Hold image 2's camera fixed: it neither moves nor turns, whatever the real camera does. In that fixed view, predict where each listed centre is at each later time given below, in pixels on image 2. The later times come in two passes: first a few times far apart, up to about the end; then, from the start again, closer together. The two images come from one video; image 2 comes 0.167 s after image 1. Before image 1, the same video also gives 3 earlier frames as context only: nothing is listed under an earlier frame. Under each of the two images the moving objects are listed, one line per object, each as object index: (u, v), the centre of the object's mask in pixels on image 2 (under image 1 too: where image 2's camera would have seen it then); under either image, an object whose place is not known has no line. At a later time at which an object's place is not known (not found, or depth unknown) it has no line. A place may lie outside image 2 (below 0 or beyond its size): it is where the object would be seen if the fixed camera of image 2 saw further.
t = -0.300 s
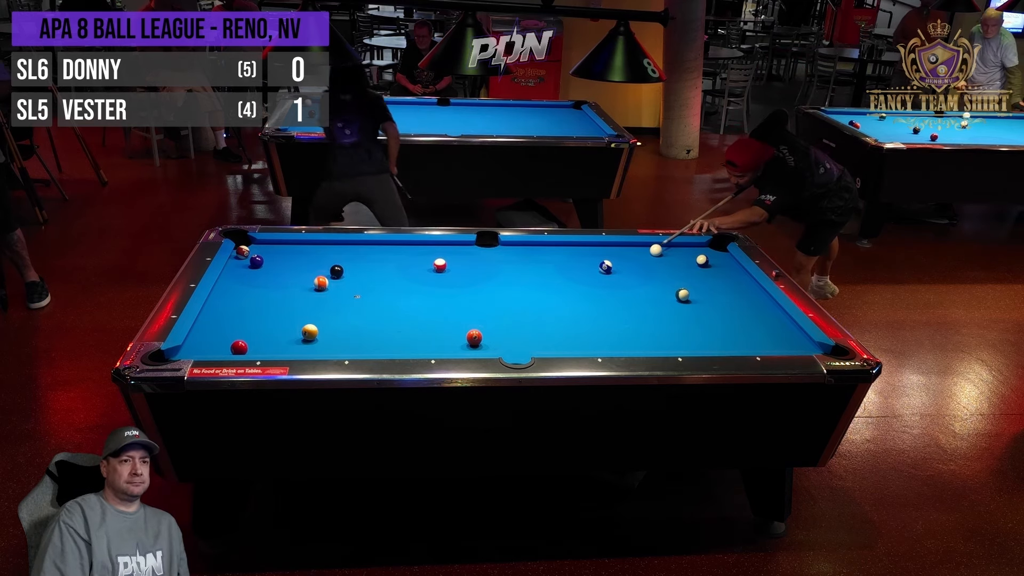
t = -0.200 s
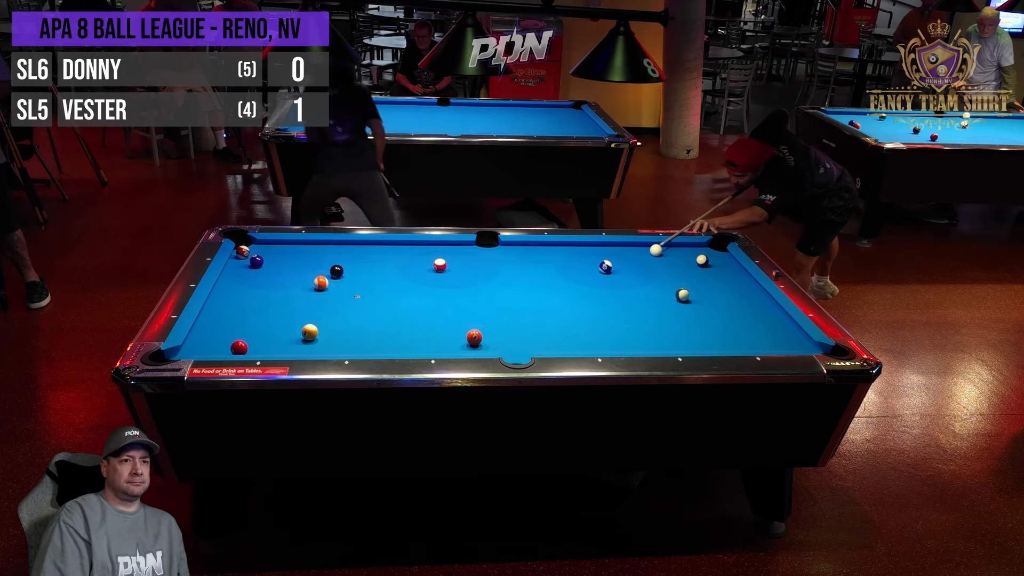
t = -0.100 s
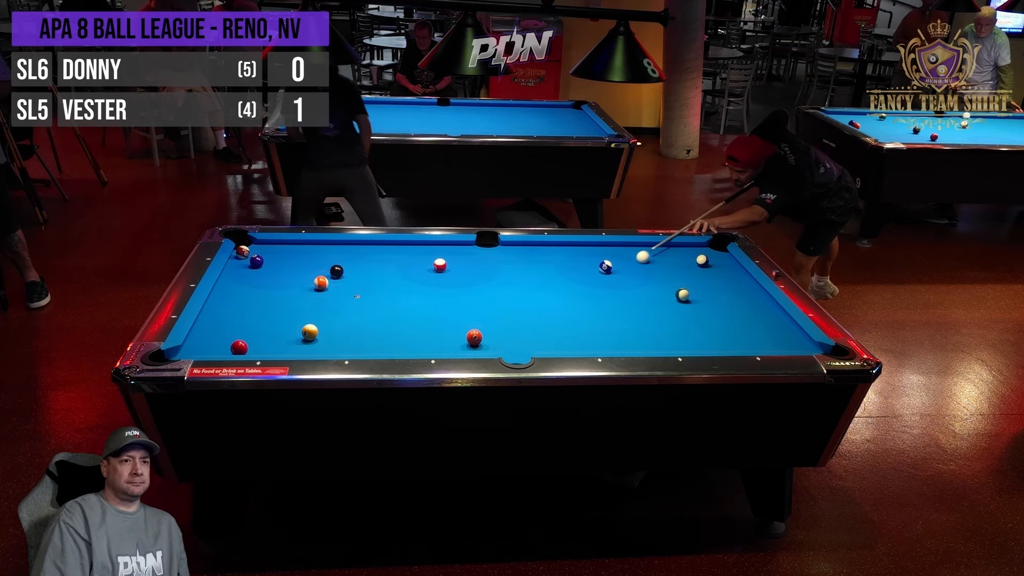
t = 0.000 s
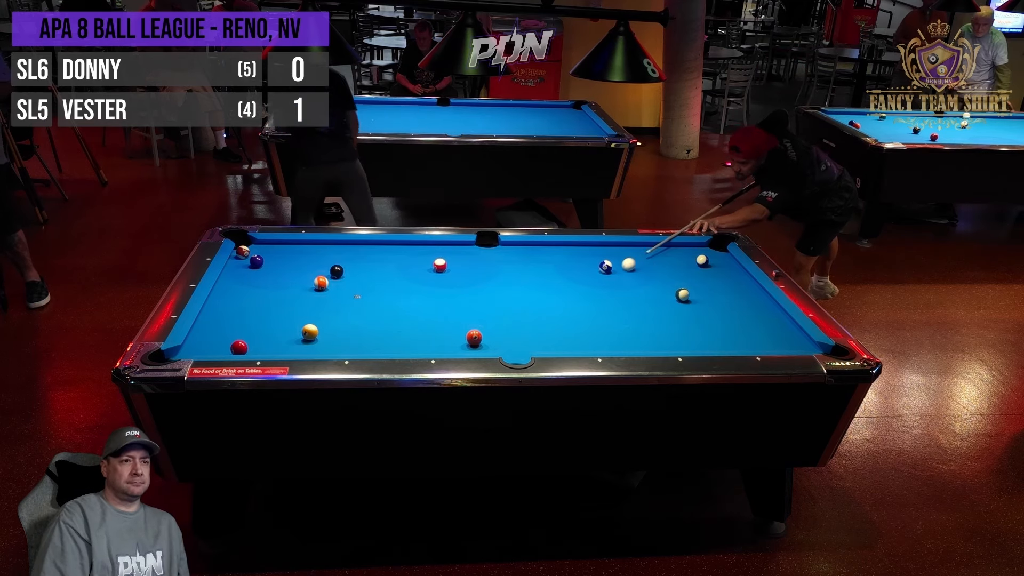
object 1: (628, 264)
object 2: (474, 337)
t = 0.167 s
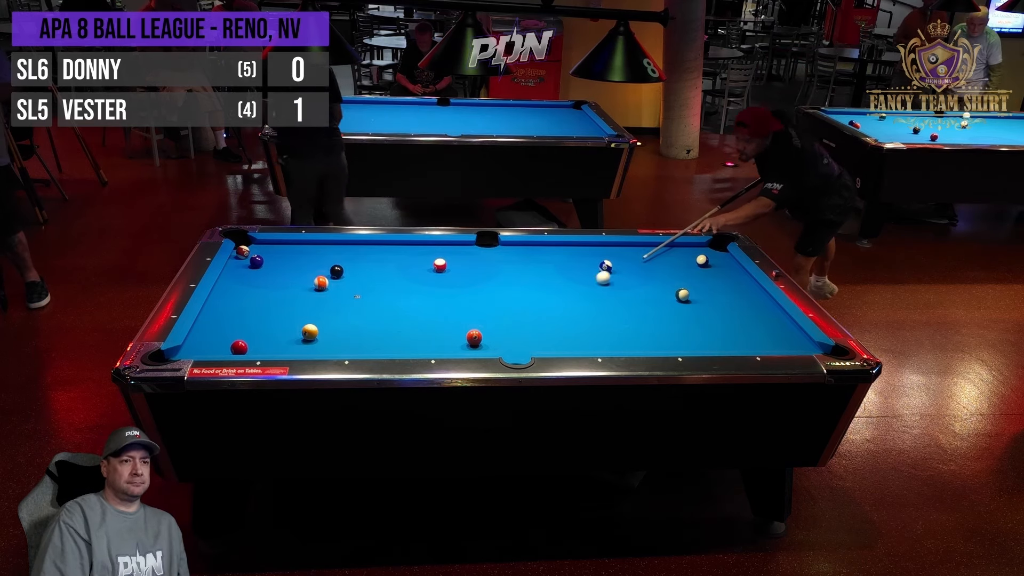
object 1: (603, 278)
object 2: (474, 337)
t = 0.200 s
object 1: (598, 280)
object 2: (474, 337)
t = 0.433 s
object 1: (559, 301)
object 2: (474, 337)
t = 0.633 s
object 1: (521, 321)
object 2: (474, 337)
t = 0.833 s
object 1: (490, 343)
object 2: (465, 337)
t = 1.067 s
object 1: (481, 343)
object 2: (429, 339)
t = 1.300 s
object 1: (471, 331)
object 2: (395, 340)
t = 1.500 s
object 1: (463, 321)
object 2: (367, 340)
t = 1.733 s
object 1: (455, 311)
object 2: (335, 342)
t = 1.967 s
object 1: (447, 302)
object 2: (304, 343)
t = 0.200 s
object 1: (598, 280)
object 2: (474, 337)
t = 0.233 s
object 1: (593, 283)
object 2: (474, 337)
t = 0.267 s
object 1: (587, 286)
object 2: (474, 337)
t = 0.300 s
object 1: (581, 289)
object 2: (474, 337)
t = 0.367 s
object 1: (570, 295)
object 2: (474, 337)
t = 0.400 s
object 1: (565, 298)
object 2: (474, 337)
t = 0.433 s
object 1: (559, 301)
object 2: (474, 337)
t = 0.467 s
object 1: (553, 304)
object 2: (474, 337)
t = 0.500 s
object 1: (547, 308)
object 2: (474, 337)
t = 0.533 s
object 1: (541, 311)
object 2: (474, 337)
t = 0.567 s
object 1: (534, 314)
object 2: (474, 337)
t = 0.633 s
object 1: (521, 321)
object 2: (474, 337)
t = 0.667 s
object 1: (515, 324)
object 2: (474, 337)
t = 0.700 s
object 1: (508, 328)
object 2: (474, 337)
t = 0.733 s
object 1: (502, 332)
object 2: (474, 337)
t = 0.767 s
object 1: (495, 335)
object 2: (474, 337)
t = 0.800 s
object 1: (490, 339)
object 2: (472, 337)
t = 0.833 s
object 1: (490, 343)
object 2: (465, 337)
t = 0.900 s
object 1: (489, 347)
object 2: (453, 338)
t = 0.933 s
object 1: (487, 348)
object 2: (448, 338)
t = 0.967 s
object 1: (486, 347)
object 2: (443, 338)
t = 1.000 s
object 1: (484, 346)
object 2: (438, 338)
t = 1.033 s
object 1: (482, 345)
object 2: (434, 339)
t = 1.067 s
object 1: (481, 343)
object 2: (429, 339)
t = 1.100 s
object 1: (479, 341)
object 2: (424, 339)
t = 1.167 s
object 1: (477, 337)
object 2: (414, 339)
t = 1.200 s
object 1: (475, 336)
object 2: (409, 339)
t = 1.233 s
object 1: (474, 334)
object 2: (404, 340)
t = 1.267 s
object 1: (472, 332)
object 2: (400, 340)
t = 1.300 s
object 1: (471, 331)
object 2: (395, 340)
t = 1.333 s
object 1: (470, 329)
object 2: (390, 340)
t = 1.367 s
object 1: (468, 328)
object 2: (386, 340)
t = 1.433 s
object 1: (466, 325)
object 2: (376, 340)
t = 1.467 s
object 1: (464, 323)
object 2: (372, 340)
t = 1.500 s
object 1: (463, 321)
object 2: (367, 340)
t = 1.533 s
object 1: (462, 320)
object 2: (362, 341)
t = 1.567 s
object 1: (461, 318)
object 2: (358, 341)
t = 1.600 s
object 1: (460, 317)
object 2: (353, 341)
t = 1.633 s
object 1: (458, 315)
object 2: (348, 341)
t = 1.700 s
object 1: (456, 312)
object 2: (339, 341)
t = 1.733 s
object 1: (455, 311)
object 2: (335, 342)
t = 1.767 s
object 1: (454, 310)
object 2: (330, 342)
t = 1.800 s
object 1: (453, 308)
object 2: (326, 342)
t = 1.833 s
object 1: (451, 307)
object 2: (321, 342)
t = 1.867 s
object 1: (450, 305)
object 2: (317, 342)
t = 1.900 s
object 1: (449, 304)
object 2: (312, 342)
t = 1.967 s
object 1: (447, 302)
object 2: (304, 343)
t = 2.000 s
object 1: (446, 300)
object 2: (299, 343)
